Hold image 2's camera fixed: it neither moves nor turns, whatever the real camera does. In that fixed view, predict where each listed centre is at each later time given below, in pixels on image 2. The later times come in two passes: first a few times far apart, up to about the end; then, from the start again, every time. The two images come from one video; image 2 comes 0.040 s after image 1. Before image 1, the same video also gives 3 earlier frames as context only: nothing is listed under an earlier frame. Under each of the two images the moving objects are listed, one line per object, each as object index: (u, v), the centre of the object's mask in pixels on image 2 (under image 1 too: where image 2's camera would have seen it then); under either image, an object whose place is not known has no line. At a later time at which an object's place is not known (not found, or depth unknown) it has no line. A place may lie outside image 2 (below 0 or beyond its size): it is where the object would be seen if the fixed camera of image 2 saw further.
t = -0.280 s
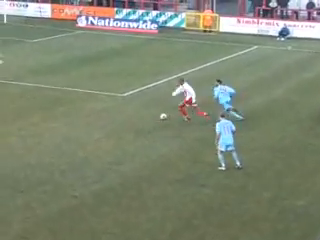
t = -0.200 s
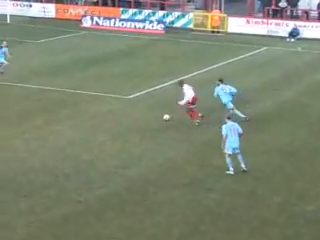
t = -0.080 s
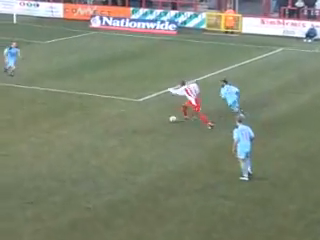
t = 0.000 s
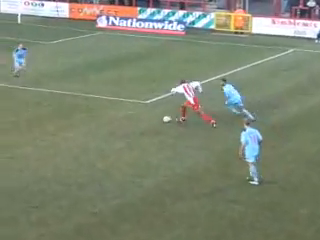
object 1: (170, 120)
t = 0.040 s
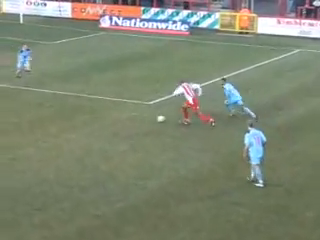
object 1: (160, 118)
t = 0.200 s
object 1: (124, 114)
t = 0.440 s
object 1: (81, 110)
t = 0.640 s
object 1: (57, 105)
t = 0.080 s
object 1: (151, 117)
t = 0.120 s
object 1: (141, 117)
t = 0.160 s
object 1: (132, 116)
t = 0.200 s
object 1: (124, 114)
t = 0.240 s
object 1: (116, 114)
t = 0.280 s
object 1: (107, 113)
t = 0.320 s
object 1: (100, 113)
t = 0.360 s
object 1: (94, 112)
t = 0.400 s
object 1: (88, 110)
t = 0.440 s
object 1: (81, 110)
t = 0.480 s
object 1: (75, 109)
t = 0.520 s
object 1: (70, 107)
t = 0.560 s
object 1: (66, 106)
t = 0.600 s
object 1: (61, 105)
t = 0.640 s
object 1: (57, 105)
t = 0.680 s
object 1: (51, 105)
